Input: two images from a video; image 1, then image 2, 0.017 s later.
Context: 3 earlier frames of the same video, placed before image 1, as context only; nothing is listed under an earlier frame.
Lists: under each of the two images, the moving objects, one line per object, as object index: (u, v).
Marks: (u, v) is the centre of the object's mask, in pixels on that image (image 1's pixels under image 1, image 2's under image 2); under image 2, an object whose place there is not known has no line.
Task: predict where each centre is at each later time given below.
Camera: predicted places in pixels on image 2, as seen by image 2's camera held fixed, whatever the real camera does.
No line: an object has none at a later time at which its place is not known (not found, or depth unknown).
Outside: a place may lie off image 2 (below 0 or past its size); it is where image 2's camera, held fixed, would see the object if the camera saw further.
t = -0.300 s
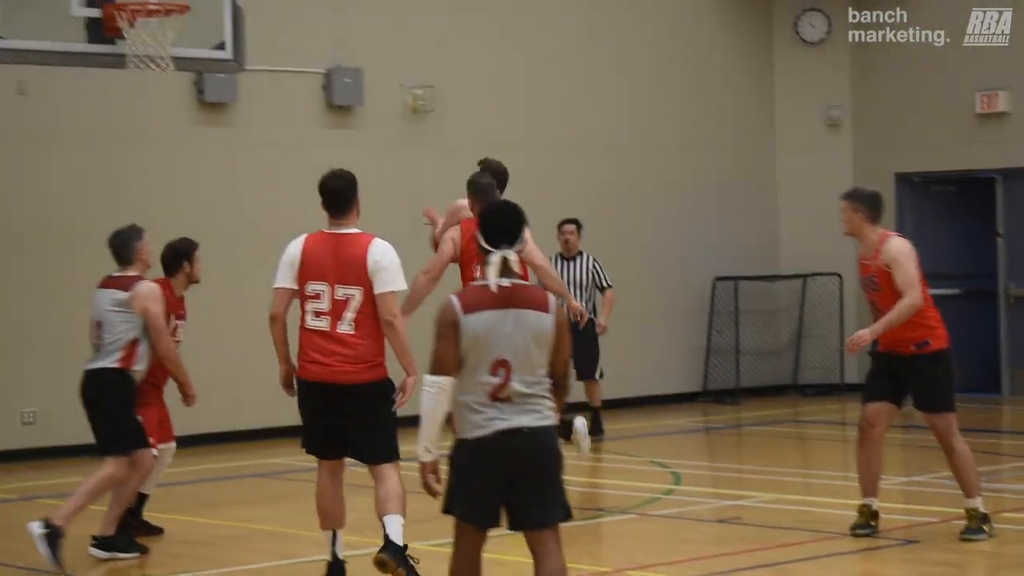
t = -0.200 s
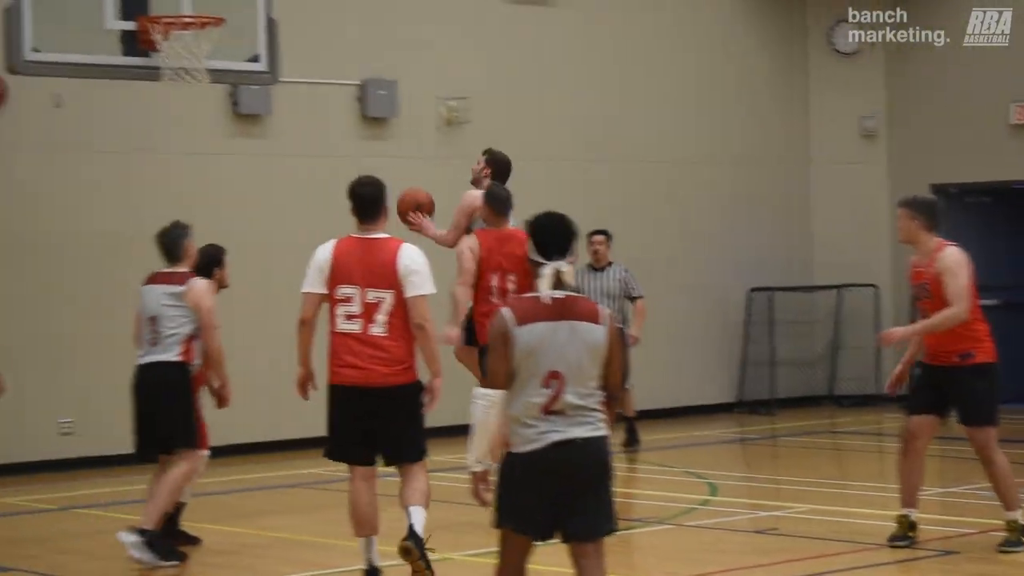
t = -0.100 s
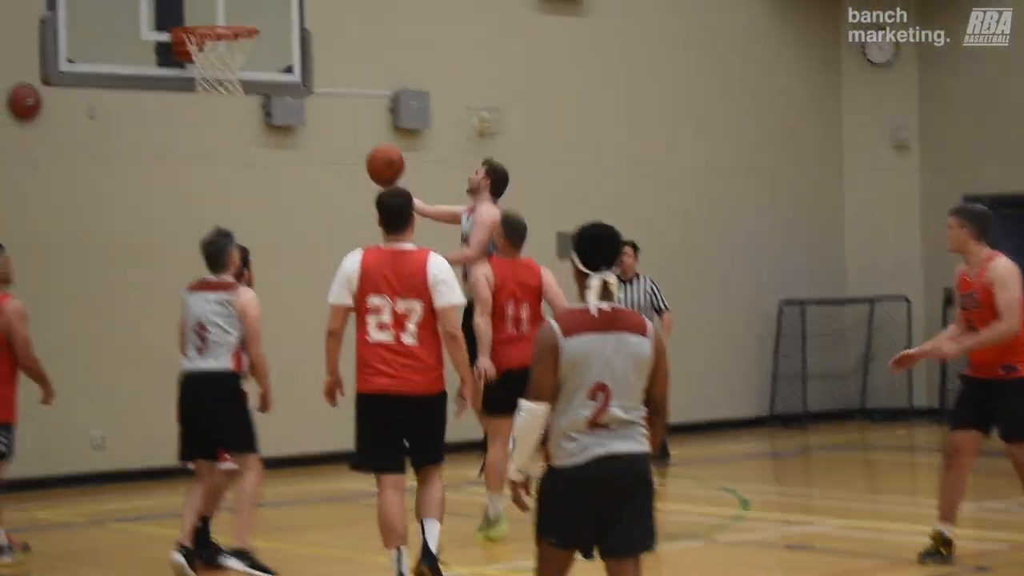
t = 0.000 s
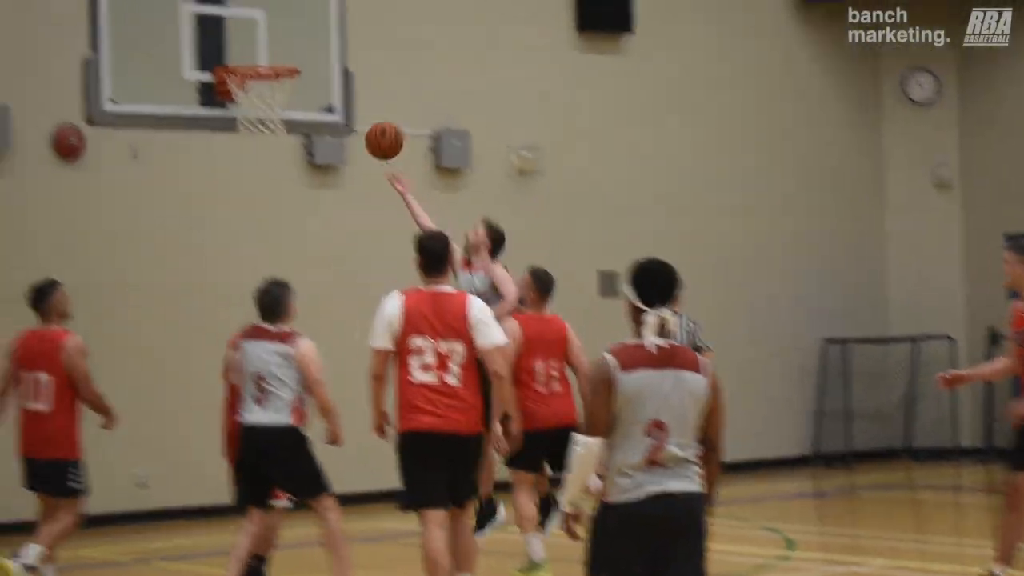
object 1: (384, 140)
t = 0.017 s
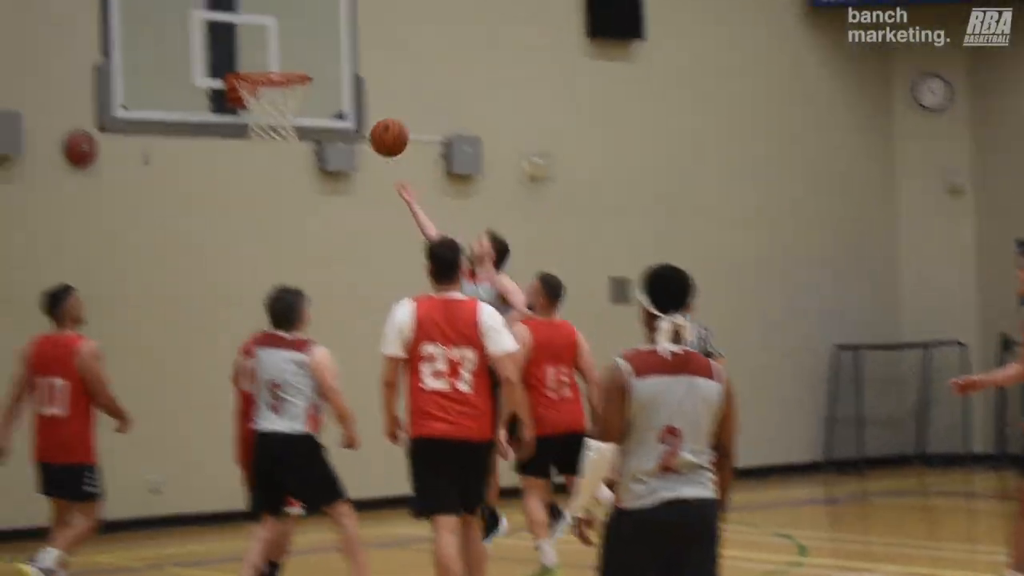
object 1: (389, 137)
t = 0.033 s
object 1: (381, 129)
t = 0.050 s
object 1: (375, 120)
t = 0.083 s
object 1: (360, 105)
